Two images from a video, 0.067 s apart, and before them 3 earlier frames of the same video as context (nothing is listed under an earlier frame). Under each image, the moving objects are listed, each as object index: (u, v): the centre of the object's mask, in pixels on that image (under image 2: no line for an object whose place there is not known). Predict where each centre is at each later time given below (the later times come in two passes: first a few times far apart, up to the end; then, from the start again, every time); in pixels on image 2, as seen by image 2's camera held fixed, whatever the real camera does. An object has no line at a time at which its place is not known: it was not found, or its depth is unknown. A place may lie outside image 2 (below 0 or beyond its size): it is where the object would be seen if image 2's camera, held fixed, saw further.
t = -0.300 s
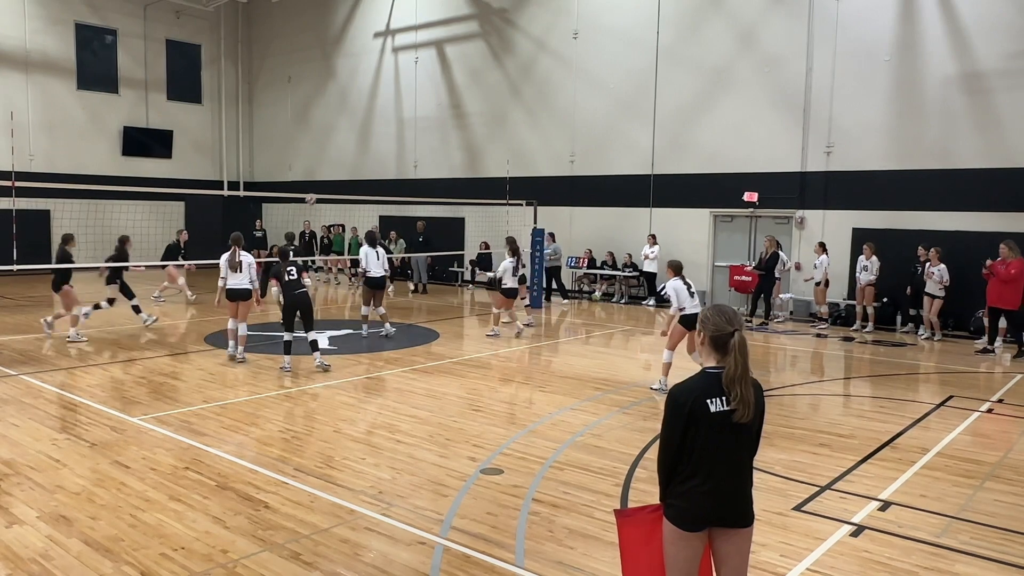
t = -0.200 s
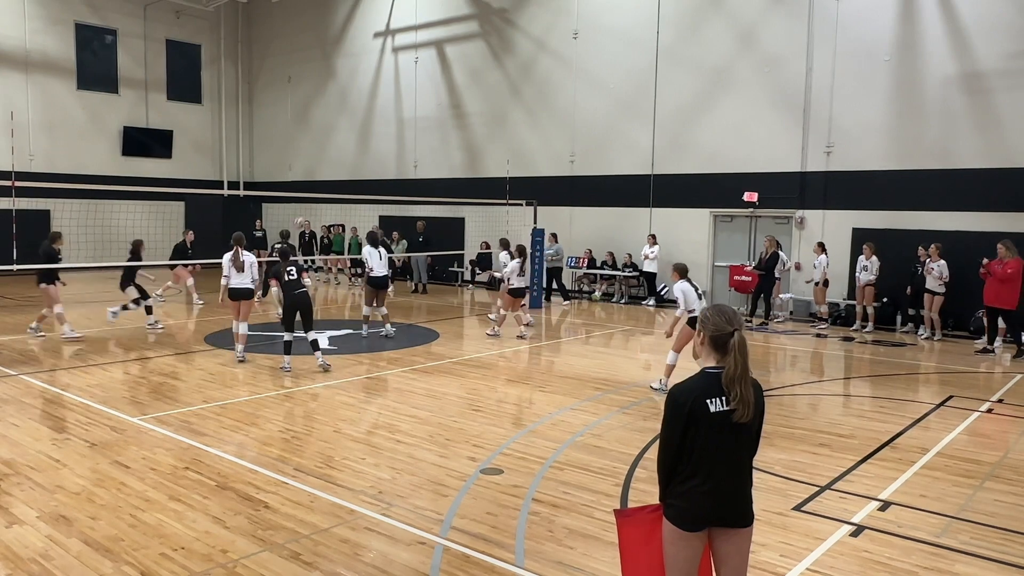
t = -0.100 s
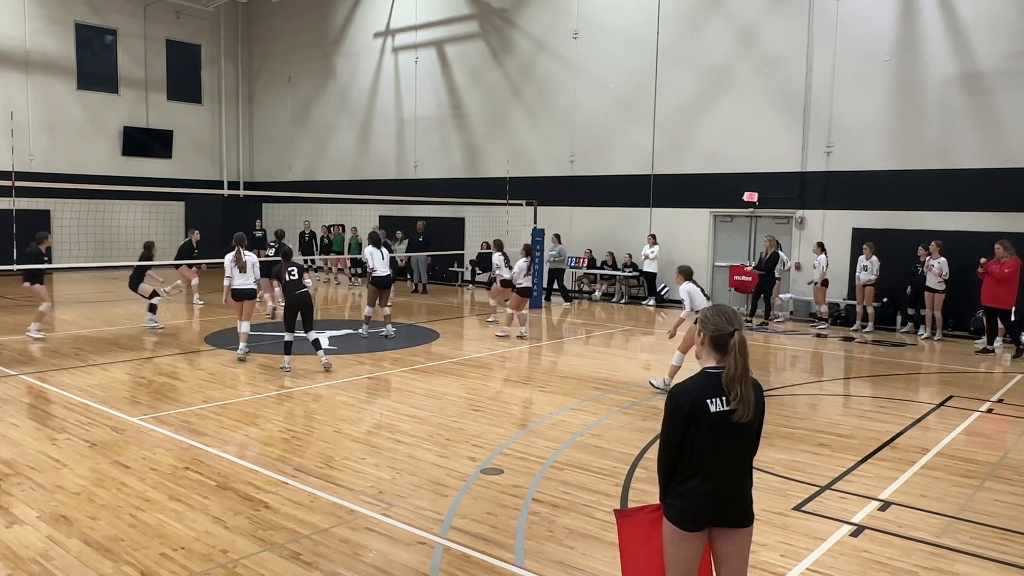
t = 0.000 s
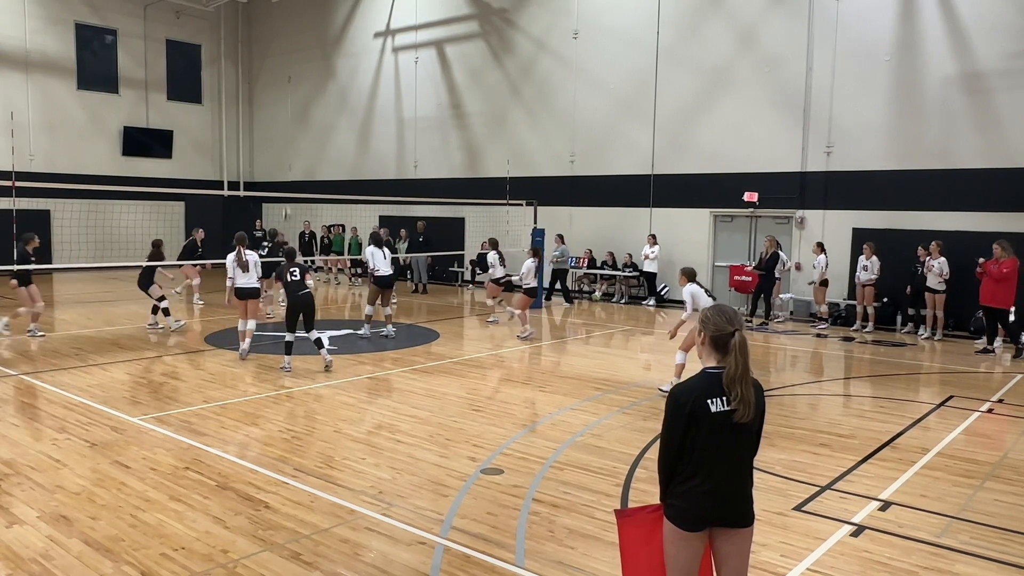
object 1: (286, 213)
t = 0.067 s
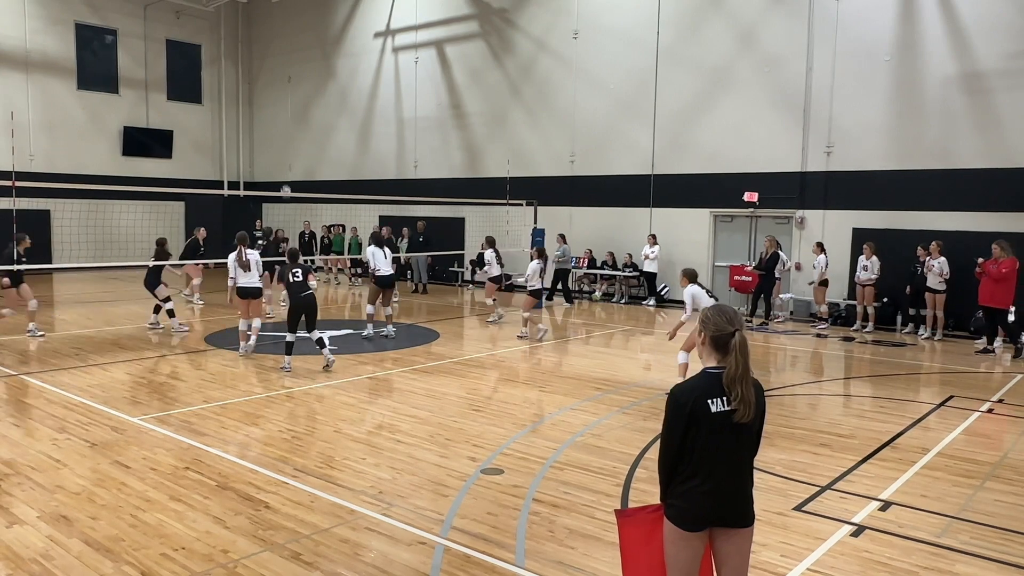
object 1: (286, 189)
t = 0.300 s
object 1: (283, 130)
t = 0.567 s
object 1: (280, 92)
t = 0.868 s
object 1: (277, 92)
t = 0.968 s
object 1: (276, 102)
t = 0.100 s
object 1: (285, 182)
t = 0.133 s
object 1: (286, 171)
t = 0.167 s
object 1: (285, 163)
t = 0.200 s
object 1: (284, 153)
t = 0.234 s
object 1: (284, 145)
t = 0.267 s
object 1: (283, 138)
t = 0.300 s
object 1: (283, 130)
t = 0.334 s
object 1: (283, 123)
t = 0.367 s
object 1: (282, 117)
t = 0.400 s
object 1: (281, 111)
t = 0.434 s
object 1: (281, 106)
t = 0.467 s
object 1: (281, 102)
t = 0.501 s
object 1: (280, 98)
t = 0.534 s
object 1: (280, 95)
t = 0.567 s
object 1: (280, 92)
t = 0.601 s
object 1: (280, 89)
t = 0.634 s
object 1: (279, 87)
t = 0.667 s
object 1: (279, 86)
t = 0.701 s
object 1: (279, 86)
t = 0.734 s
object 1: (278, 86)
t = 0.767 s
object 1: (278, 86)
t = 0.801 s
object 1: (278, 88)
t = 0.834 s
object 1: (277, 89)
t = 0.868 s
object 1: (277, 92)
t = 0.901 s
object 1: (276, 95)
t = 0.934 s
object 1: (276, 98)
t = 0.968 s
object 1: (276, 102)
